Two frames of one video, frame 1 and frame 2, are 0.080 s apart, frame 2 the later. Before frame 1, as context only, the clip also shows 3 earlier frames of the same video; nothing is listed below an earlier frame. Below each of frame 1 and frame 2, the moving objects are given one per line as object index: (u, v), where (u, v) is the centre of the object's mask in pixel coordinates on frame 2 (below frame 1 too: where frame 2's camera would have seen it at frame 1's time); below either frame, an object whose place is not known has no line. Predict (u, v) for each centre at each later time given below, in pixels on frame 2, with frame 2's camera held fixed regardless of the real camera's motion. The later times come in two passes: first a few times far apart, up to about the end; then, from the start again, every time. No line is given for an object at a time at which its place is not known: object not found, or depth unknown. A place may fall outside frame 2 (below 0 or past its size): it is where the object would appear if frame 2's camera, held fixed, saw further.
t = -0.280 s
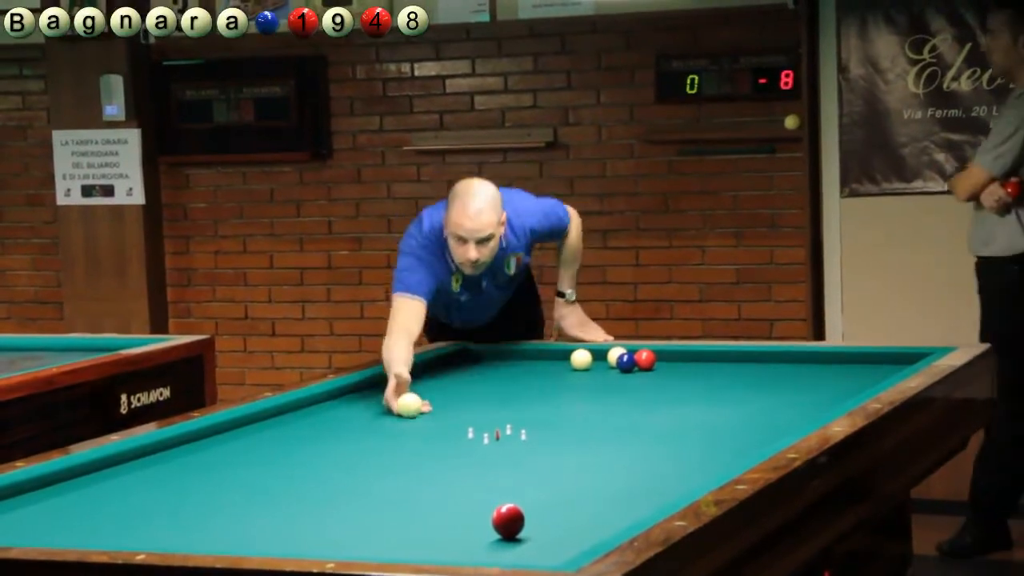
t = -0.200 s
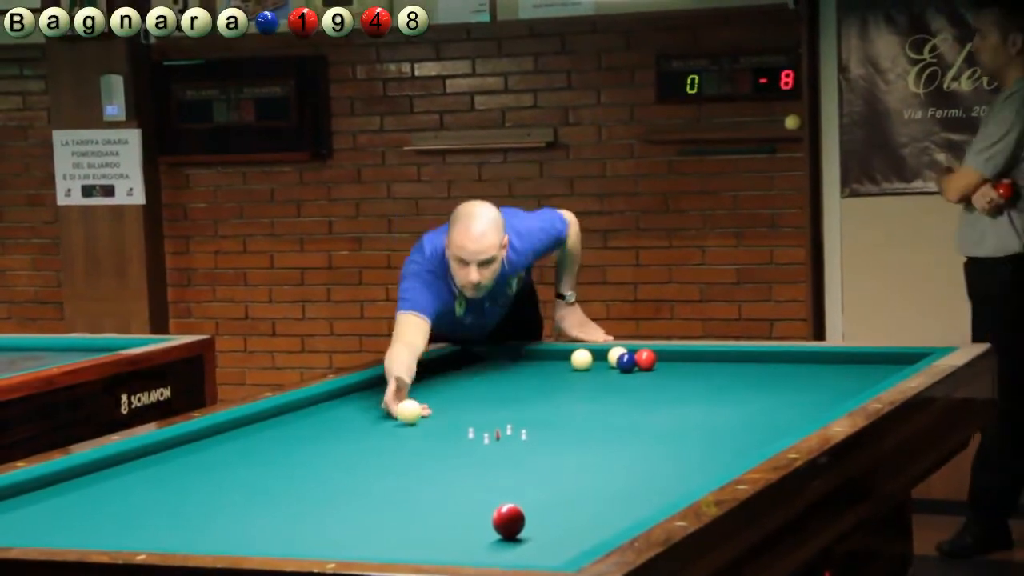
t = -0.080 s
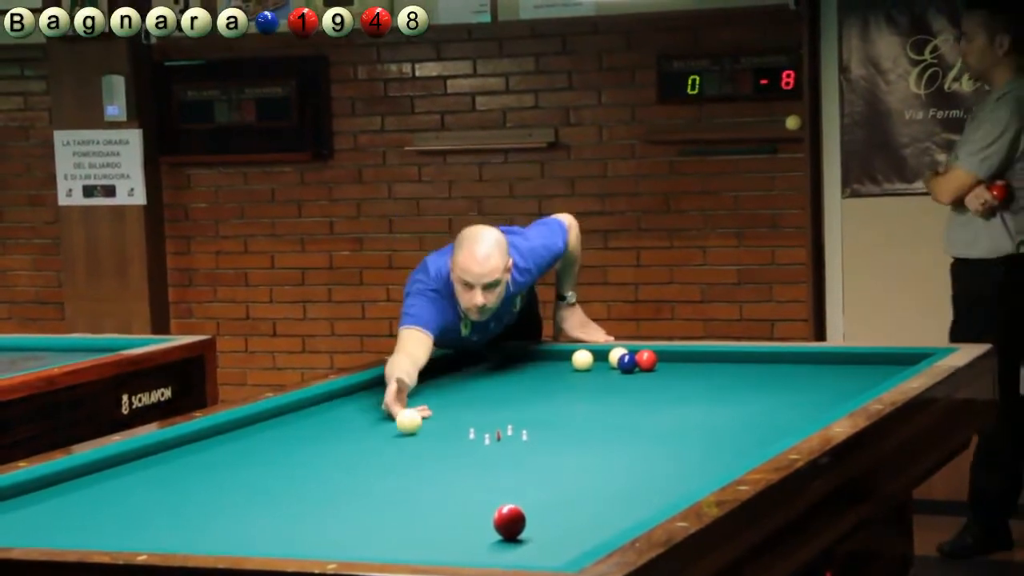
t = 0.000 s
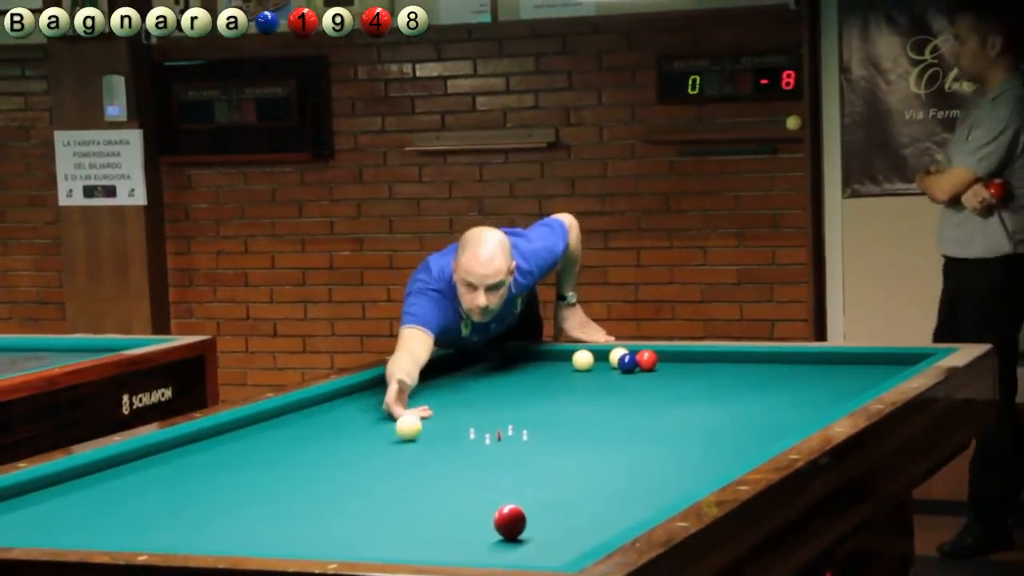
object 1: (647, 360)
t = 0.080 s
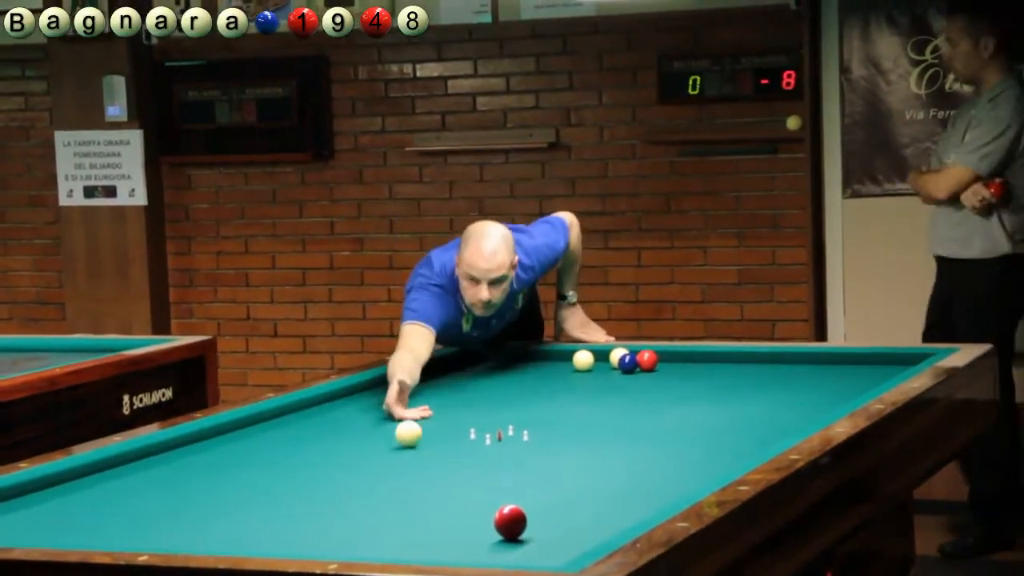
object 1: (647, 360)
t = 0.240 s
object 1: (647, 360)
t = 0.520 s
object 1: (647, 360)
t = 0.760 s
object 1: (647, 360)
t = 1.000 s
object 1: (647, 360)
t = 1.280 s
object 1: (647, 360)
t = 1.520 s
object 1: (647, 360)
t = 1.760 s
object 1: (647, 360)
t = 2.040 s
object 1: (647, 360)
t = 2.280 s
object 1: (647, 360)
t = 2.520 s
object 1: (647, 360)
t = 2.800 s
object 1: (647, 360)
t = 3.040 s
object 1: (647, 360)
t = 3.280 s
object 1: (647, 360)
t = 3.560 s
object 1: (647, 360)
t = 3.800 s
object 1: (647, 360)
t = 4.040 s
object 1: (647, 360)
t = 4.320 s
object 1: (647, 360)
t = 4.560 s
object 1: (647, 360)
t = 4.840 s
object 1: (647, 360)
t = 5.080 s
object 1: (647, 360)
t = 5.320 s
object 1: (647, 360)
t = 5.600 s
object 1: (647, 360)
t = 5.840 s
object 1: (647, 360)
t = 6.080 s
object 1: (647, 360)
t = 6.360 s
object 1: (647, 360)
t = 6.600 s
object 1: (647, 361)
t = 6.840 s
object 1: (647, 361)
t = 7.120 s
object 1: (647, 360)
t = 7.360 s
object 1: (647, 361)
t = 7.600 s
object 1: (647, 360)
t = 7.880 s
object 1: (647, 360)
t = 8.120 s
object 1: (647, 361)
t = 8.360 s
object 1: (647, 360)
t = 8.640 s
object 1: (648, 360)
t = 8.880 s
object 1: (652, 360)
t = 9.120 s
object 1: (655, 360)
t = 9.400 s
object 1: (658, 359)
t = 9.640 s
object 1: (660, 359)
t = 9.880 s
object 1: (661, 359)
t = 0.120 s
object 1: (647, 360)
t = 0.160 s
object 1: (647, 360)
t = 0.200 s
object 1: (647, 360)
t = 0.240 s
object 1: (647, 360)
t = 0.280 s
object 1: (647, 360)
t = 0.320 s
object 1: (647, 360)
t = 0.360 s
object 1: (647, 360)
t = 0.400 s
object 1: (647, 360)
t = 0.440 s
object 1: (647, 360)
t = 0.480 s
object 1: (647, 360)
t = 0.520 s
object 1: (647, 360)
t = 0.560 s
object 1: (647, 360)
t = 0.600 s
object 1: (647, 360)
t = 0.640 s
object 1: (647, 360)
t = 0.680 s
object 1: (647, 360)
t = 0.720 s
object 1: (647, 360)
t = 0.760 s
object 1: (647, 360)
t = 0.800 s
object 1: (647, 360)
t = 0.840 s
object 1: (647, 360)
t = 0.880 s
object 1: (647, 360)
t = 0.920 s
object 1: (647, 360)
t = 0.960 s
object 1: (647, 360)
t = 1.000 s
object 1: (647, 360)
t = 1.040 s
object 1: (647, 360)
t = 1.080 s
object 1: (647, 360)
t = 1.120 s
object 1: (647, 360)
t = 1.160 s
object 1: (647, 360)
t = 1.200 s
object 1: (647, 360)
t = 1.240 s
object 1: (647, 360)
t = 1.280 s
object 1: (647, 360)
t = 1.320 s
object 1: (647, 360)
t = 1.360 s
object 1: (647, 360)
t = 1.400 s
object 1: (647, 360)
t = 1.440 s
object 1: (647, 360)
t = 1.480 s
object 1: (647, 360)
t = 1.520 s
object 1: (647, 360)
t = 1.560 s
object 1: (647, 360)
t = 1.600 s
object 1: (647, 360)
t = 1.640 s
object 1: (647, 360)
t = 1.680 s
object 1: (647, 360)
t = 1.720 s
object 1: (647, 360)
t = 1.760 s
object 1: (647, 360)
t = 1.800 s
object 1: (647, 360)
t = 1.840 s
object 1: (647, 360)
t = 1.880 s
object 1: (647, 360)
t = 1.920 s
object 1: (647, 360)
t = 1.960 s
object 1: (647, 360)
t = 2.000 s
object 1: (647, 360)
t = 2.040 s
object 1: (647, 360)
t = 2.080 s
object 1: (647, 360)
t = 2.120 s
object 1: (647, 360)
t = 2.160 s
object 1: (647, 360)
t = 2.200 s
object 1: (647, 360)
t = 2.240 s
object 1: (647, 360)
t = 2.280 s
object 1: (647, 360)
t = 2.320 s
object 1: (647, 360)
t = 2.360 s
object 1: (647, 360)
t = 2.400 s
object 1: (647, 360)
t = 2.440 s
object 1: (647, 360)
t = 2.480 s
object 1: (647, 360)
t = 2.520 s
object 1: (647, 360)
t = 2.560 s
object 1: (647, 360)
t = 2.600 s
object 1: (647, 360)
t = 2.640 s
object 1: (647, 360)
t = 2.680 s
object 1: (647, 360)
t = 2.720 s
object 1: (647, 360)
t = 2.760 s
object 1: (647, 360)
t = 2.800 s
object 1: (647, 360)
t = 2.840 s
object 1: (647, 360)
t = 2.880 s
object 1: (647, 360)
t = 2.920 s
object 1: (647, 360)
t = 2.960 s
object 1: (647, 360)
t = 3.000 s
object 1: (647, 360)
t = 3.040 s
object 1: (647, 360)
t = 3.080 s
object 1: (647, 360)
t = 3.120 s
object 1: (647, 360)
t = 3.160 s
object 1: (647, 360)
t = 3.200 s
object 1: (647, 360)
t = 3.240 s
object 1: (647, 360)
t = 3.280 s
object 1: (647, 360)
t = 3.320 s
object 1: (647, 360)
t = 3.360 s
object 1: (647, 360)
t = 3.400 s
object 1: (647, 360)
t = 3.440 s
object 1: (647, 360)
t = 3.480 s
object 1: (647, 360)
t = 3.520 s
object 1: (647, 360)
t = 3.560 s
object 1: (647, 360)
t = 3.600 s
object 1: (647, 360)
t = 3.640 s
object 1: (647, 360)
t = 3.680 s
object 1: (647, 360)
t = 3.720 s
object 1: (647, 360)
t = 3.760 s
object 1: (647, 360)
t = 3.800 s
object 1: (647, 360)
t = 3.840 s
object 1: (647, 360)
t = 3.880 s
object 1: (647, 360)
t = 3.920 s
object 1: (647, 360)
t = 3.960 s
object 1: (647, 360)
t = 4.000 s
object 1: (647, 360)
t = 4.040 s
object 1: (647, 360)
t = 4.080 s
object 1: (647, 360)
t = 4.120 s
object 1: (647, 360)
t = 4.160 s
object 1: (647, 360)
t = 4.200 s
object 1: (647, 360)
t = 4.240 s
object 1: (647, 361)
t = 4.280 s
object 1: (647, 360)
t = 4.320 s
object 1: (647, 360)
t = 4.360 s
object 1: (647, 360)
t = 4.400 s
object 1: (647, 360)
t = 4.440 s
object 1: (647, 360)
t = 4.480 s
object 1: (647, 360)
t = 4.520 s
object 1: (647, 360)
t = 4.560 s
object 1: (647, 360)
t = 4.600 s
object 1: (647, 360)
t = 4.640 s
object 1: (647, 360)
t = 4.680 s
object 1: (647, 360)
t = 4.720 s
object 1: (647, 360)
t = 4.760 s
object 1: (647, 360)
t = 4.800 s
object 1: (647, 360)
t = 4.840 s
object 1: (647, 360)
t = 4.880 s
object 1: (647, 360)
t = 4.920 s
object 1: (647, 360)
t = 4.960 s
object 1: (647, 360)
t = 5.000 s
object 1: (647, 360)
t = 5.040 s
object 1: (647, 360)
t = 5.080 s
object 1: (647, 360)
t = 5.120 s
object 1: (647, 360)
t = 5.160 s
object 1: (647, 360)
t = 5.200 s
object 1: (647, 360)
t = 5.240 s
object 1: (647, 360)
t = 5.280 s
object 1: (647, 360)
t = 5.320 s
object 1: (647, 360)
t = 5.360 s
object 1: (647, 360)
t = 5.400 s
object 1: (647, 360)
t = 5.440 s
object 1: (647, 360)
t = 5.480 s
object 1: (647, 360)
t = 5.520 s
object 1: (647, 360)
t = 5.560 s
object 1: (647, 360)
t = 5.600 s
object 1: (647, 360)
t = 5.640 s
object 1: (647, 361)
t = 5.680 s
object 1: (647, 360)
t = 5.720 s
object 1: (647, 360)
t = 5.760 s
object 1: (647, 361)
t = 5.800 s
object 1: (647, 361)
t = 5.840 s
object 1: (647, 360)
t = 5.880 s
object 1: (647, 360)
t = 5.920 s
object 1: (647, 361)
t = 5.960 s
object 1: (647, 361)
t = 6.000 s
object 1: (647, 360)
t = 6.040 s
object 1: (647, 360)
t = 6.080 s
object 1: (647, 360)
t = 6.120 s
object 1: (647, 360)
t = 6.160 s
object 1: (647, 360)
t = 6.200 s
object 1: (647, 361)
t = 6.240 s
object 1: (647, 361)
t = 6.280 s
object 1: (647, 361)
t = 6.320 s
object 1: (647, 361)
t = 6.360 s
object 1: (647, 360)
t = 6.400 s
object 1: (647, 360)
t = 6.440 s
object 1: (647, 360)
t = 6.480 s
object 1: (647, 361)
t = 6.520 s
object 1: (647, 361)
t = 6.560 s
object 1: (647, 361)
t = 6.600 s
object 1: (647, 361)
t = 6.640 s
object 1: (647, 361)
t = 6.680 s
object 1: (647, 361)
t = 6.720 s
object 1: (647, 361)
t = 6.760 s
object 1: (647, 361)
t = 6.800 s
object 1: (647, 361)
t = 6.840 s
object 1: (647, 361)
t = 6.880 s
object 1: (647, 360)
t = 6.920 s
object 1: (647, 360)
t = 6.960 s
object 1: (647, 360)
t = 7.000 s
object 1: (647, 361)
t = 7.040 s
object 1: (647, 361)
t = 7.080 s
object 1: (647, 360)
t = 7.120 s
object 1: (647, 360)
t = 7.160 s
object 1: (647, 360)
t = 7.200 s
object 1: (647, 360)
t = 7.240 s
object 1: (647, 360)
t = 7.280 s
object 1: (647, 360)
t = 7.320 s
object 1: (647, 361)
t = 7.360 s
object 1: (647, 361)
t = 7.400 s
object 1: (647, 361)
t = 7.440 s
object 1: (647, 361)
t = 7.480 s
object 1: (647, 360)
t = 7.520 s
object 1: (647, 360)
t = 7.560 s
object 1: (647, 360)
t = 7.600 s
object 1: (647, 360)
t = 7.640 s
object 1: (647, 360)
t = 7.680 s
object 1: (647, 360)
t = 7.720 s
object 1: (647, 360)
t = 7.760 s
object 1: (647, 360)
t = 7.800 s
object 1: (647, 360)
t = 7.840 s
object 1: (647, 361)
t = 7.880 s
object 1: (647, 360)
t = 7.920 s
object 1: (647, 360)
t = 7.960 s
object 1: (647, 360)
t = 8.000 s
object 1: (647, 360)
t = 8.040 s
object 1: (647, 360)
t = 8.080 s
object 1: (647, 361)
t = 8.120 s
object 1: (647, 361)
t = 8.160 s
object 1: (647, 360)
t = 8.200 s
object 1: (647, 360)
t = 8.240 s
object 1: (647, 360)
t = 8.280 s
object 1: (647, 360)
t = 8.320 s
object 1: (647, 360)
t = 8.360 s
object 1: (647, 360)
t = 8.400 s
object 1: (647, 360)
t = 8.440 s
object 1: (647, 360)
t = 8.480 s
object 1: (647, 360)
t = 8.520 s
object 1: (647, 361)
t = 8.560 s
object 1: (647, 360)
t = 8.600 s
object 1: (647, 360)
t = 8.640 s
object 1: (648, 360)
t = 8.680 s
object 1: (649, 360)
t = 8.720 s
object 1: (649, 360)
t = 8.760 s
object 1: (650, 360)
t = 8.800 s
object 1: (651, 360)
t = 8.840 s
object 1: (651, 360)
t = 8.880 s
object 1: (652, 360)
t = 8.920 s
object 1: (653, 360)
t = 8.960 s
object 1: (653, 360)
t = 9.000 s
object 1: (654, 360)
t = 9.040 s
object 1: (654, 360)
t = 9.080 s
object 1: (655, 360)
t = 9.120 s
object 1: (655, 360)
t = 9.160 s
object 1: (656, 360)
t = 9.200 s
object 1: (657, 360)
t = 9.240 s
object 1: (657, 360)
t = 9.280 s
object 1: (657, 359)
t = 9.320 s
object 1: (658, 359)
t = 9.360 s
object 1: (658, 359)
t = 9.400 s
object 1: (658, 359)
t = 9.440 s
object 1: (659, 359)
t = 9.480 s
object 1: (659, 359)
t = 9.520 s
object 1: (659, 359)
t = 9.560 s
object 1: (660, 359)
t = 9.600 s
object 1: (660, 359)
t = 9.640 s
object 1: (660, 359)
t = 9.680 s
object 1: (660, 359)
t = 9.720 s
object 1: (660, 359)
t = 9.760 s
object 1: (661, 359)
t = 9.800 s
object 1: (661, 359)
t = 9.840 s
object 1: (661, 359)
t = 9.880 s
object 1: (661, 359)
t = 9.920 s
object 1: (661, 359)
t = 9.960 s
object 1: (661, 359)
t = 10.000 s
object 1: (661, 359)
